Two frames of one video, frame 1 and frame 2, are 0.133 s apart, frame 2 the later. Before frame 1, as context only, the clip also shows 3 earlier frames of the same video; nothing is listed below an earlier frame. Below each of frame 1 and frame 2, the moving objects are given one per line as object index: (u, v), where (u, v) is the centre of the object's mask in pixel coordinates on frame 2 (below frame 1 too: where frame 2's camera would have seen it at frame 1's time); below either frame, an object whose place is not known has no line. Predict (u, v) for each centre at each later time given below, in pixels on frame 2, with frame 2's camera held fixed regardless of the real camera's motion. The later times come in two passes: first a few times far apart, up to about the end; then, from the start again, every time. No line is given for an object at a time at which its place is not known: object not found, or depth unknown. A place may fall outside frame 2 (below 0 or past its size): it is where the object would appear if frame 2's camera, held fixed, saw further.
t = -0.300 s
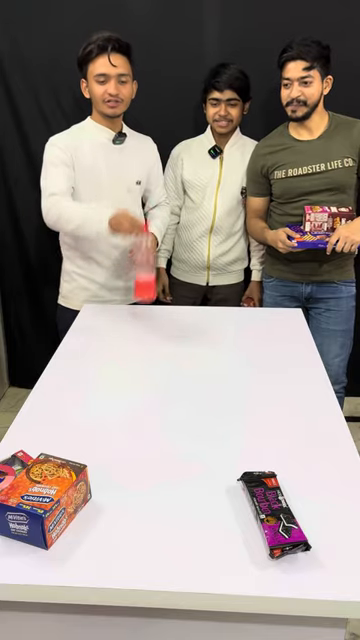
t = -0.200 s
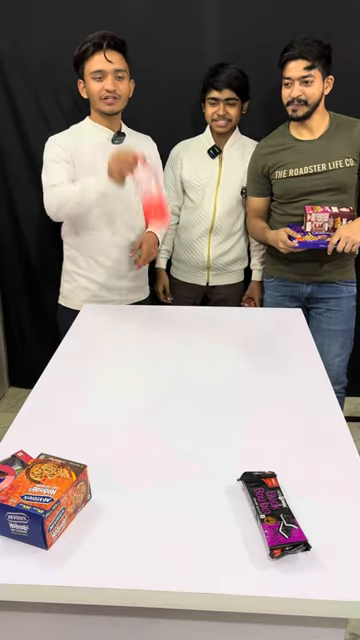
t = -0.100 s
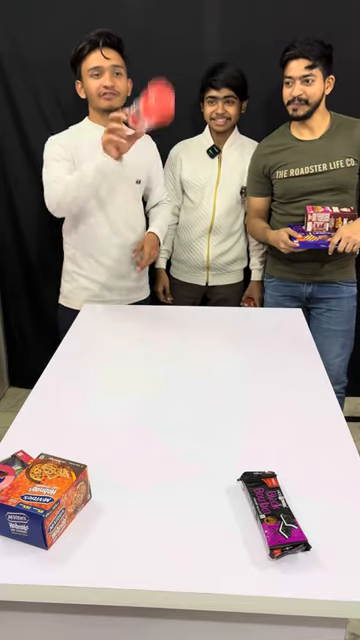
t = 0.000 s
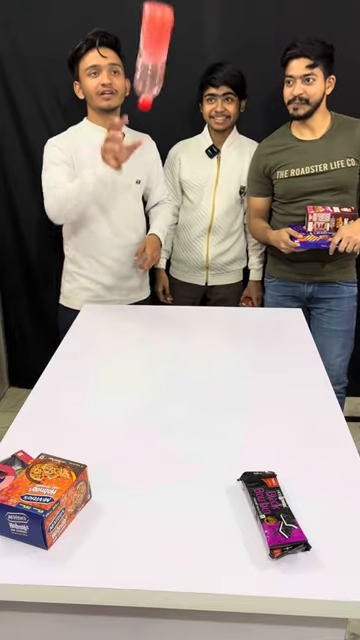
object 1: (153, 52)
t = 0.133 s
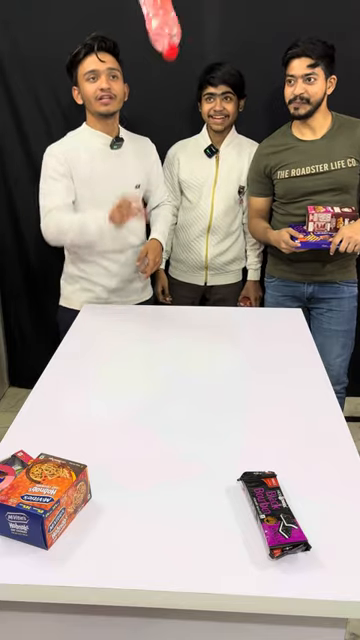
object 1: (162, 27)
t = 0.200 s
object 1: (159, 25)
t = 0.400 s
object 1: (160, 189)
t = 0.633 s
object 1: (161, 363)
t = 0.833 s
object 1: (155, 366)
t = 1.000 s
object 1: (148, 368)
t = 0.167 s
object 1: (162, 23)
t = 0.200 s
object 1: (159, 25)
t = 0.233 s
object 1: (159, 41)
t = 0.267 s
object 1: (159, 62)
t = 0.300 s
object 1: (159, 88)
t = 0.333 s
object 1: (159, 118)
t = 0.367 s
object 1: (160, 147)
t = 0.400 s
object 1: (160, 189)
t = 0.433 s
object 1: (161, 229)
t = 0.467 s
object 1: (160, 272)
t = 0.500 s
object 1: (161, 311)
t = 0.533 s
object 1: (161, 341)
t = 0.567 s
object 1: (161, 353)
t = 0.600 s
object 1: (161, 362)
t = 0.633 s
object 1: (161, 363)
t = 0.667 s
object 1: (161, 365)
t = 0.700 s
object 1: (160, 366)
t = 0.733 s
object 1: (158, 366)
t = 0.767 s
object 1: (157, 366)
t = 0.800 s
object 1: (156, 366)
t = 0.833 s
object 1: (155, 366)
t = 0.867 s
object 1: (154, 367)
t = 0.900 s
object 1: (153, 367)
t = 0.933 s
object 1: (151, 367)
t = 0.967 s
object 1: (149, 368)
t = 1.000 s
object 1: (148, 368)
